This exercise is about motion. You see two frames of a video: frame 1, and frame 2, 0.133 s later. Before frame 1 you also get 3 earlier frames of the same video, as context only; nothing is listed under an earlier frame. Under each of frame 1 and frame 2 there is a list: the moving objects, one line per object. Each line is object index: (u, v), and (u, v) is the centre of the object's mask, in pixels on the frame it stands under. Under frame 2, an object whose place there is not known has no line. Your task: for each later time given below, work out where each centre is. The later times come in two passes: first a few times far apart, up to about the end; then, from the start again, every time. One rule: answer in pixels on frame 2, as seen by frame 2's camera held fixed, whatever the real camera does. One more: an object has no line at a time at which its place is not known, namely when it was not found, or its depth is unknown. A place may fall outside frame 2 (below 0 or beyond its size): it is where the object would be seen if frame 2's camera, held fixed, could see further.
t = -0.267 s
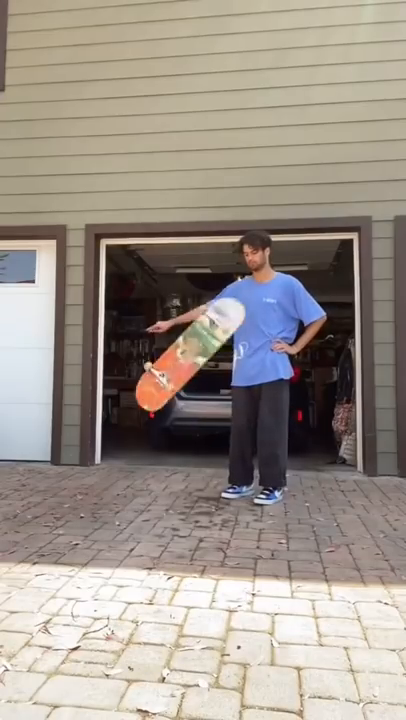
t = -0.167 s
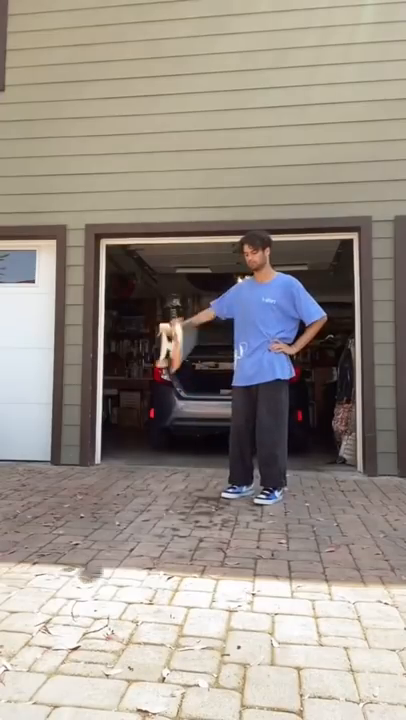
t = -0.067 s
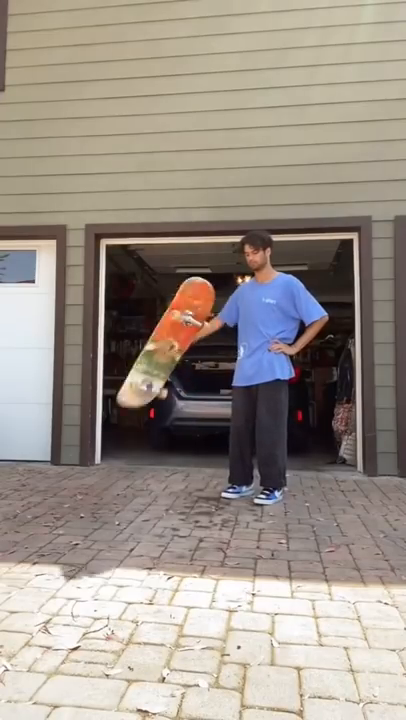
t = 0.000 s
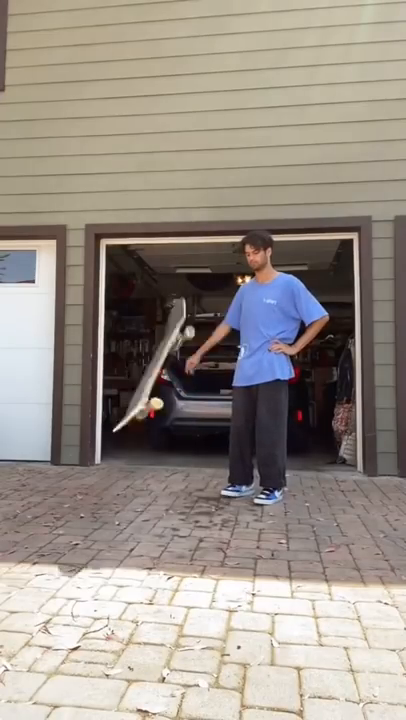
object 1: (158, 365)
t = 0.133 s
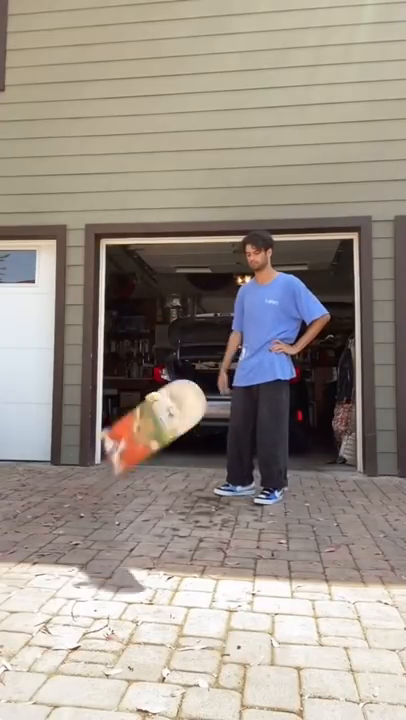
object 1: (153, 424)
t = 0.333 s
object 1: (122, 513)
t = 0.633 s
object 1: (109, 550)
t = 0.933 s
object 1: (85, 570)
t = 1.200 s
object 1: (70, 586)
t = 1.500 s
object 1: (57, 602)
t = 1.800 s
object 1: (48, 615)
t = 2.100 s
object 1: (42, 626)
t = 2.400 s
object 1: (37, 631)
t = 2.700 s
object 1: (36, 632)
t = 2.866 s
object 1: (34, 634)
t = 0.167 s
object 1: (147, 449)
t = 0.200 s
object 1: (138, 478)
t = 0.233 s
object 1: (142, 481)
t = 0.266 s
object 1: (122, 498)
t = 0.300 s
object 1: (119, 508)
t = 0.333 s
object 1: (122, 513)
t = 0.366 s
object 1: (122, 512)
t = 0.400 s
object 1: (121, 516)
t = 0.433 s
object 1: (118, 524)
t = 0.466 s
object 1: (107, 539)
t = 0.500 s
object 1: (110, 543)
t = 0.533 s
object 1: (114, 543)
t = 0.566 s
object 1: (115, 546)
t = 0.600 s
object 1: (112, 547)
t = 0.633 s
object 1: (109, 550)
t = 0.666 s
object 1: (105, 553)
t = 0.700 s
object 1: (104, 555)
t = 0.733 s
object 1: (101, 558)
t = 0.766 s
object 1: (97, 561)
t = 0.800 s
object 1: (94, 563)
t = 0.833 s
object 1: (92, 565)
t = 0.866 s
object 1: (89, 567)
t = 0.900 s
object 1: (87, 569)
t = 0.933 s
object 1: (85, 570)
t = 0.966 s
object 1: (84, 572)
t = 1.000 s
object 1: (82, 574)
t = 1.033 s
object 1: (81, 576)
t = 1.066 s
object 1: (78, 578)
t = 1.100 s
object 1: (76, 580)
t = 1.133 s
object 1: (75, 581)
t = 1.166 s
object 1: (72, 583)
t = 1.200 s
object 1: (70, 586)
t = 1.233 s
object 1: (68, 587)
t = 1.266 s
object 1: (67, 590)
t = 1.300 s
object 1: (65, 592)
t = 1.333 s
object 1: (63, 593)
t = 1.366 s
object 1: (62, 595)
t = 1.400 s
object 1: (60, 597)
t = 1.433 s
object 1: (60, 599)
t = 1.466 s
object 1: (59, 600)
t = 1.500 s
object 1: (57, 602)
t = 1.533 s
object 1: (56, 603)
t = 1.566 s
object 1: (55, 605)
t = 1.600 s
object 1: (54, 606)
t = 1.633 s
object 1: (53, 608)
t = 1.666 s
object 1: (52, 610)
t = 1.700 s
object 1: (51, 611)
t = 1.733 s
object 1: (50, 612)
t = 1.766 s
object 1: (49, 614)
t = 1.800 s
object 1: (48, 615)
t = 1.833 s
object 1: (47, 616)
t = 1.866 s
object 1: (46, 618)
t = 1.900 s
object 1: (46, 619)
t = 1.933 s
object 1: (45, 620)
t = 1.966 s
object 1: (44, 621)
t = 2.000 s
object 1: (44, 623)
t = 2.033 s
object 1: (43, 624)
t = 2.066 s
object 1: (42, 625)
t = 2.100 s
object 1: (42, 626)
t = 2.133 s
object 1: (41, 627)
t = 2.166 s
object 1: (40, 627)
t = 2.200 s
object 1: (40, 628)
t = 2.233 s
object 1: (39, 629)
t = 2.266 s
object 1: (39, 630)
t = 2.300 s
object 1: (38, 630)
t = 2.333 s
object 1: (38, 631)
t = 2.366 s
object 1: (38, 631)
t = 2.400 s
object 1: (37, 631)
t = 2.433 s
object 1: (37, 631)
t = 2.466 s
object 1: (37, 631)
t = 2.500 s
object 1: (37, 631)
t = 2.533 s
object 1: (36, 631)
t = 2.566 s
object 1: (36, 631)
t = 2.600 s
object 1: (36, 632)
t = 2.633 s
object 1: (37, 632)
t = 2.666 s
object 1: (37, 632)
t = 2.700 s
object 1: (36, 632)
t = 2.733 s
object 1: (36, 633)
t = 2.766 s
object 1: (35, 633)
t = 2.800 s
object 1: (35, 634)
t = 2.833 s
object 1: (34, 634)
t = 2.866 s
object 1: (34, 634)
